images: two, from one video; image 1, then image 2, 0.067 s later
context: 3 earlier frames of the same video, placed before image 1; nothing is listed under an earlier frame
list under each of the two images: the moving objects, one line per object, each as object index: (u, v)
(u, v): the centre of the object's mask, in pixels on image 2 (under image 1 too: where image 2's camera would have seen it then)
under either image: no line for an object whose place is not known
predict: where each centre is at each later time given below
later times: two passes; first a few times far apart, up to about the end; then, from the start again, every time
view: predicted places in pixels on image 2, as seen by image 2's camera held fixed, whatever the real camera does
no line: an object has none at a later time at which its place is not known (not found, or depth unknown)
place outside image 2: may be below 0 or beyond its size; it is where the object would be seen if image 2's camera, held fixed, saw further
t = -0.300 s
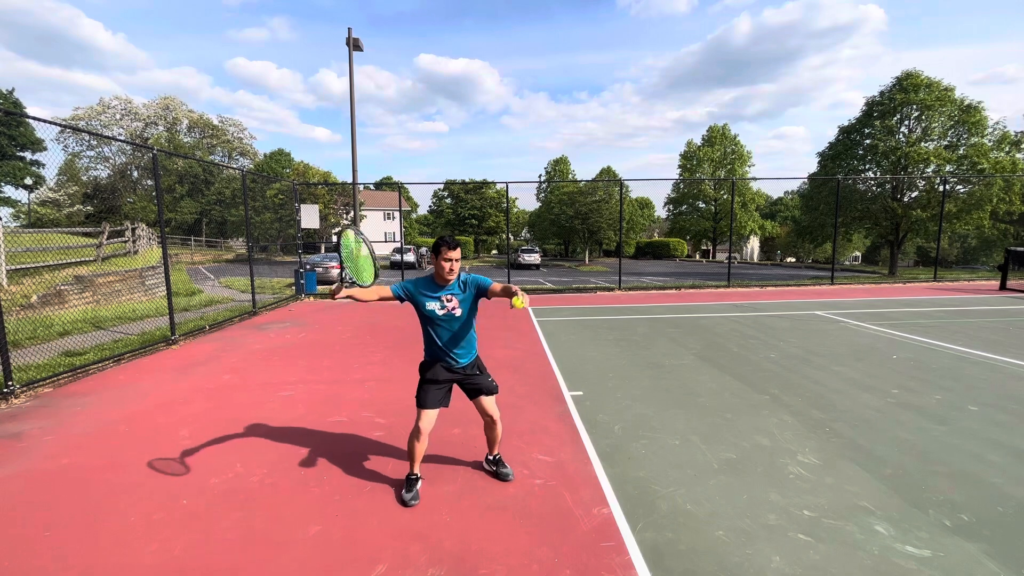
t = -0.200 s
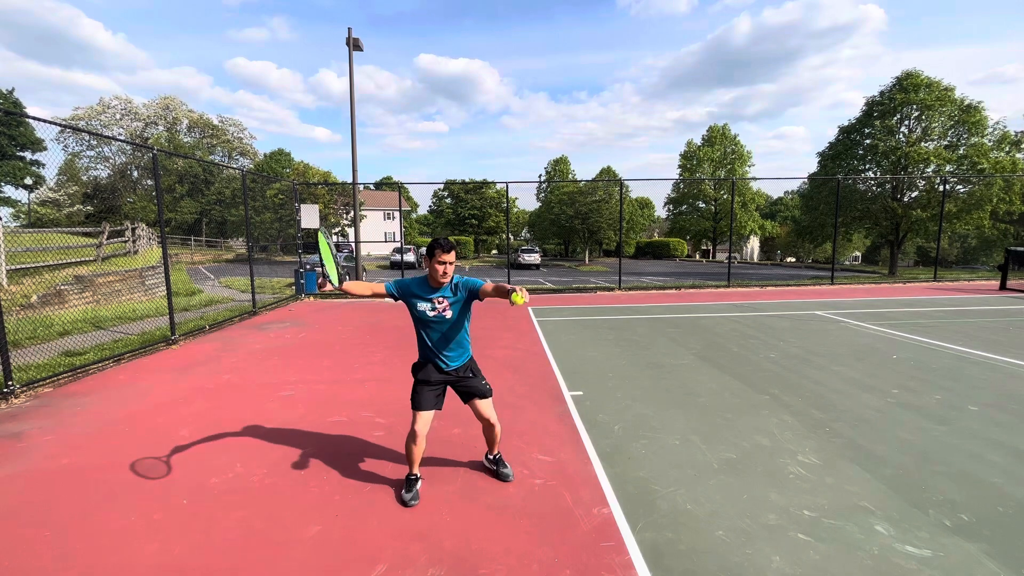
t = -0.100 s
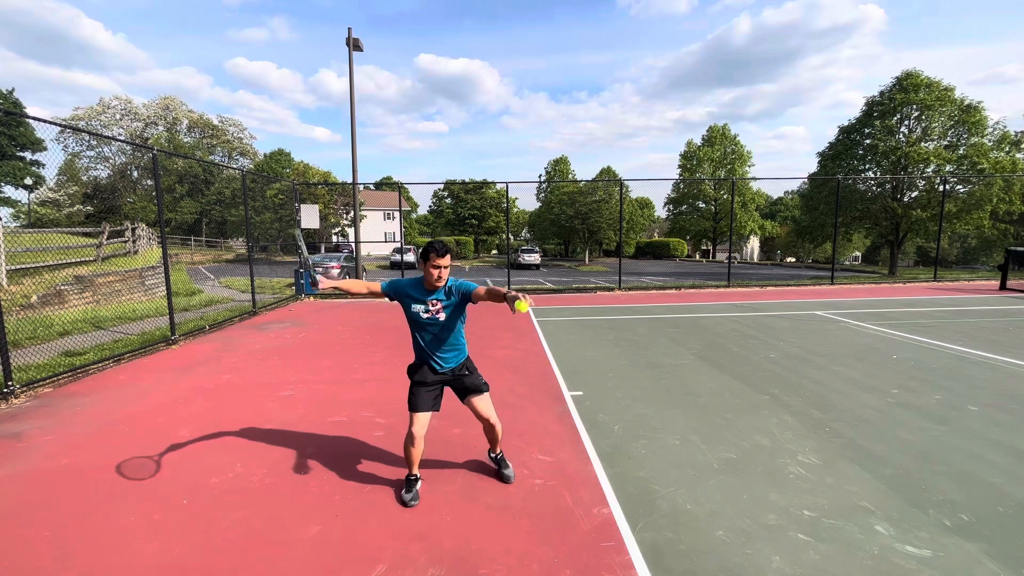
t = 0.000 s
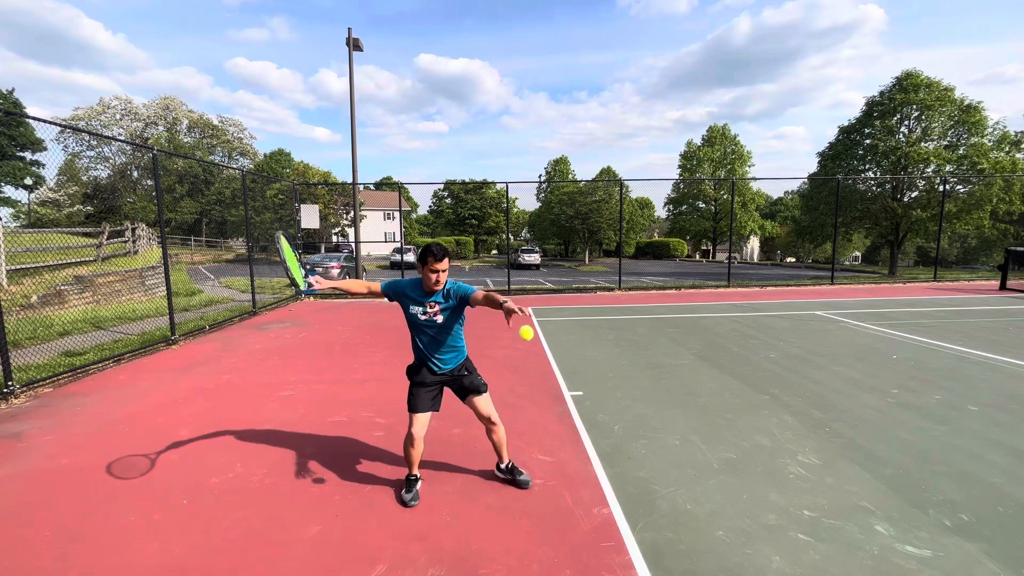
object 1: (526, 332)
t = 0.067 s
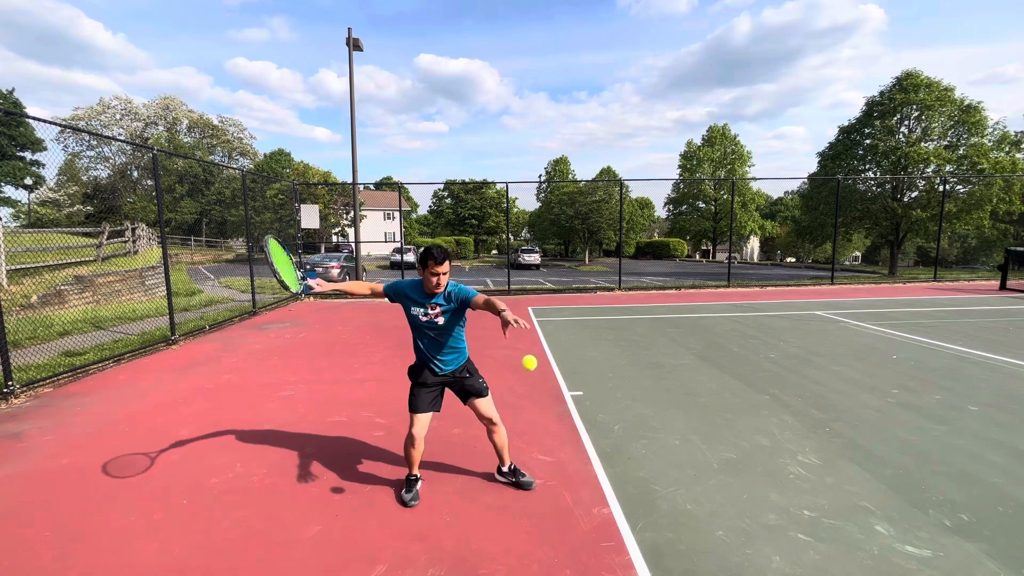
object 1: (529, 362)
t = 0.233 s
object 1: (538, 476)
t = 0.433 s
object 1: (543, 520)
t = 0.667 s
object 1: (545, 432)
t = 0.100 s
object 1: (531, 381)
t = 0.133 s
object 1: (533, 401)
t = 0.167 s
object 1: (535, 424)
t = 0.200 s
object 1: (536, 449)
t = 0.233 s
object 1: (538, 476)
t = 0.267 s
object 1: (540, 506)
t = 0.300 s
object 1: (541, 537)
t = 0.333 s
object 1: (542, 569)
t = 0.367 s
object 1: (543, 563)
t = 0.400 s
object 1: (543, 540)
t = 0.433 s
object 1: (543, 520)
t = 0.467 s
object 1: (544, 501)
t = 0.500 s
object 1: (544, 484)
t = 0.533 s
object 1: (544, 470)
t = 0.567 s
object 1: (544, 457)
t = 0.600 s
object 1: (544, 446)
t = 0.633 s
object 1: (544, 438)
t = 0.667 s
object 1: (545, 432)
